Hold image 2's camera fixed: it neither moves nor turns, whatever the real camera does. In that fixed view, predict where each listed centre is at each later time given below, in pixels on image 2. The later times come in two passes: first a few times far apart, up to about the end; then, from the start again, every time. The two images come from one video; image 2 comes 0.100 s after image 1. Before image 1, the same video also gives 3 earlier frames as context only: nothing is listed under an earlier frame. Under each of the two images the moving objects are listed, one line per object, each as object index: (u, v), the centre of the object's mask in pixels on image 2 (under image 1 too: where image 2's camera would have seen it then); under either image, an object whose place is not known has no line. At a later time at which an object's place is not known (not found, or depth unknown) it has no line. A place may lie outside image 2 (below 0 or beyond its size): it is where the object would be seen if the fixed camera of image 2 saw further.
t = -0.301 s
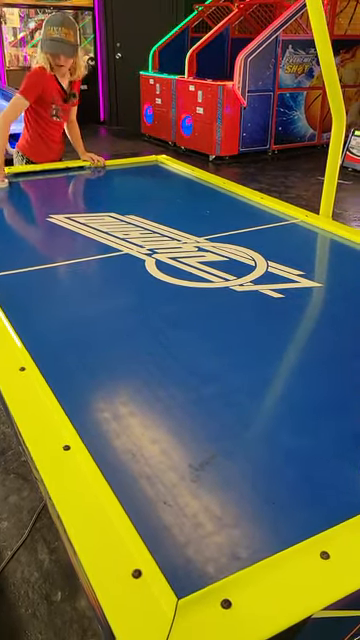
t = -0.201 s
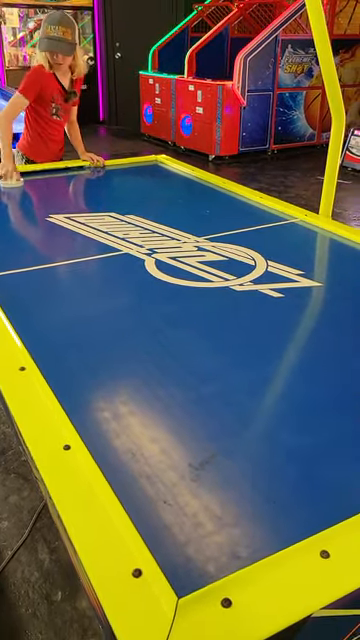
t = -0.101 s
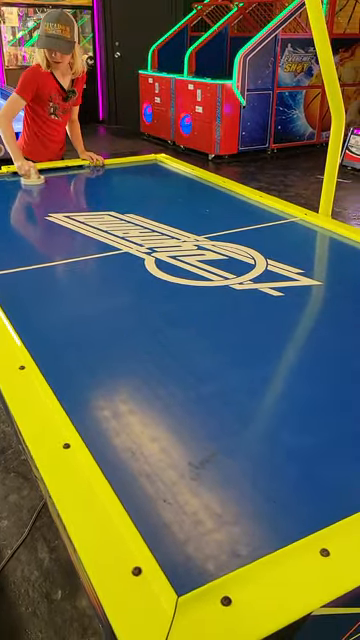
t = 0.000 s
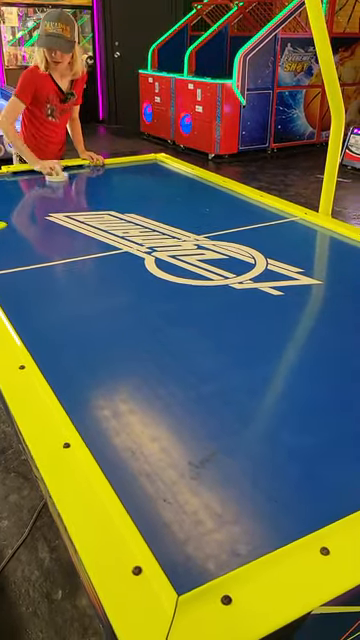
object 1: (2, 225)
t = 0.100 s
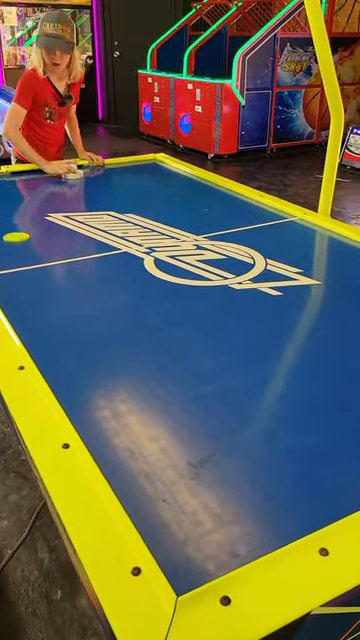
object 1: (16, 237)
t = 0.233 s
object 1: (50, 254)
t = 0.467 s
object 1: (123, 290)
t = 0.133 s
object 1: (24, 241)
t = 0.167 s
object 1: (32, 245)
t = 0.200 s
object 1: (41, 249)
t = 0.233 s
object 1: (50, 254)
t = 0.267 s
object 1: (59, 258)
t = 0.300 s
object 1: (69, 263)
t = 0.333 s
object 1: (79, 268)
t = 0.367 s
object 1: (89, 273)
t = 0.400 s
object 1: (100, 279)
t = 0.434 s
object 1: (111, 284)
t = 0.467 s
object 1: (123, 290)
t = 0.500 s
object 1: (135, 296)
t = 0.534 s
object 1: (148, 303)
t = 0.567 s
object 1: (161, 309)
